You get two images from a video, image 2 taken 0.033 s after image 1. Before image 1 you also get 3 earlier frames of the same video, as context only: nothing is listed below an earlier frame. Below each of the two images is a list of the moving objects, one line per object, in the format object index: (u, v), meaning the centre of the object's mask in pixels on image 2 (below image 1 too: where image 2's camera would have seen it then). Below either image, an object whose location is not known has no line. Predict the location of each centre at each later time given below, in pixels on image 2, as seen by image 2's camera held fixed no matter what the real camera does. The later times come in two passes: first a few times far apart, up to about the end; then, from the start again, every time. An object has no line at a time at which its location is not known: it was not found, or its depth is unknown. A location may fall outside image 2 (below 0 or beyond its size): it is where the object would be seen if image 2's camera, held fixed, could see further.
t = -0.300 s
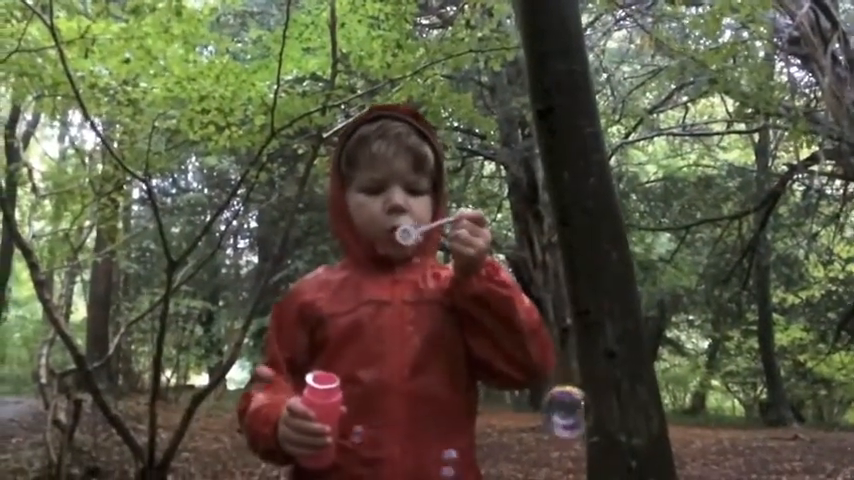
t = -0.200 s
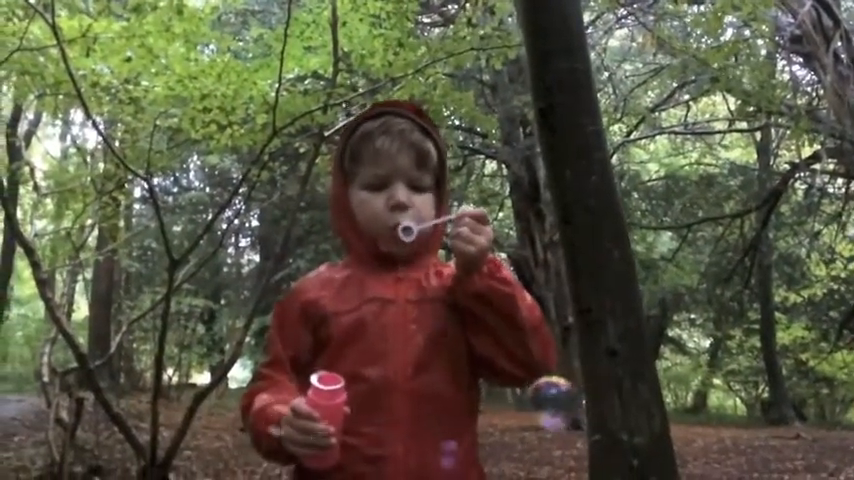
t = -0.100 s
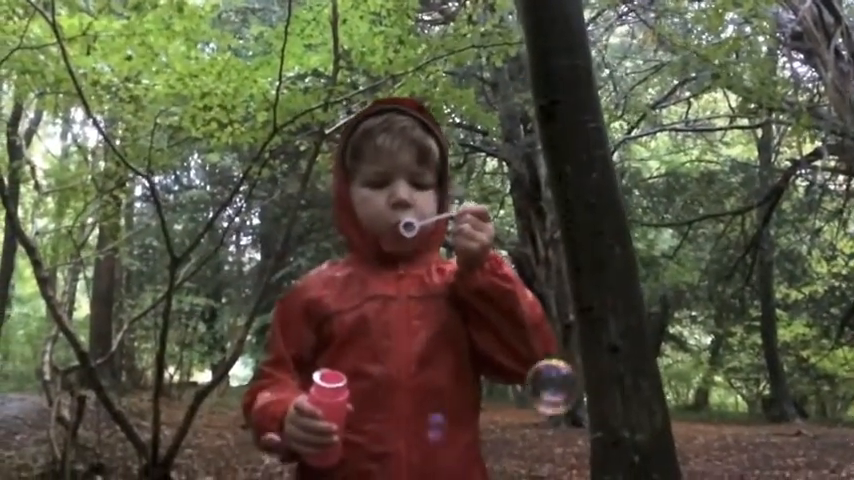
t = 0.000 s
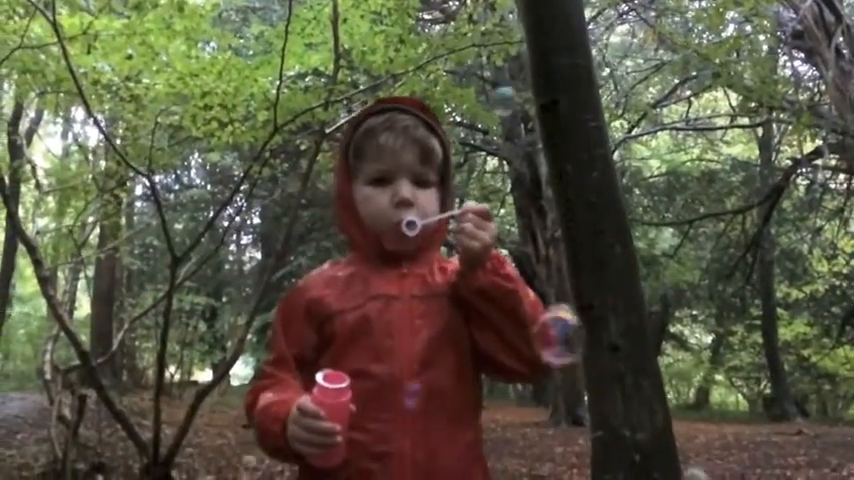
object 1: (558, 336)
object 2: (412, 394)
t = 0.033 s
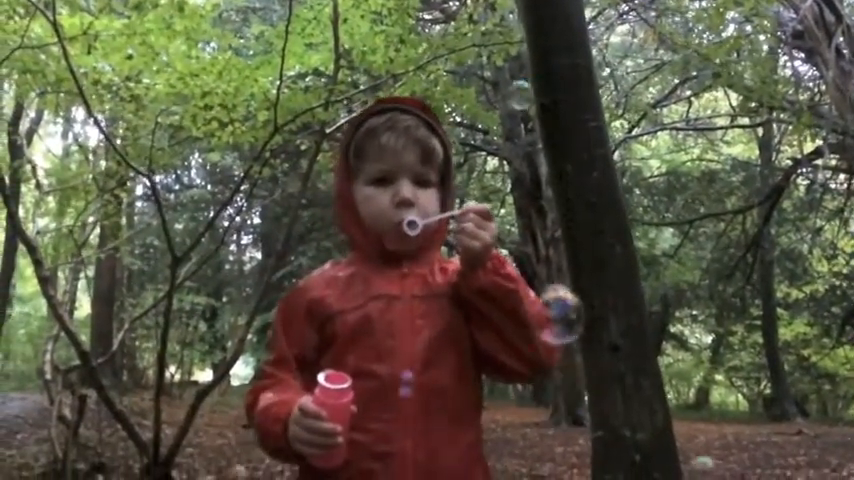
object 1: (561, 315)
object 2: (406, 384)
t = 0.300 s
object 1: (517, 186)
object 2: (375, 324)
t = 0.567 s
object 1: (537, 84)
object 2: (369, 274)
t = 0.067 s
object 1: (557, 295)
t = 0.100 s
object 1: (553, 277)
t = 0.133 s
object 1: (548, 260)
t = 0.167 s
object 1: (544, 244)
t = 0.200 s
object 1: (538, 230)
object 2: (383, 343)
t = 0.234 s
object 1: (533, 216)
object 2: (380, 336)
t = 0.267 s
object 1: (524, 201)
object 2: (378, 330)
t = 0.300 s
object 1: (517, 186)
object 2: (375, 324)
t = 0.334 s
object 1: (511, 171)
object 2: (375, 317)
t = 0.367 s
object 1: (510, 157)
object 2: (374, 311)
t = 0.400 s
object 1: (511, 144)
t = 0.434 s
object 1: (516, 132)
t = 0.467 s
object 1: (522, 123)
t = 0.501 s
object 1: (525, 115)
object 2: (372, 287)
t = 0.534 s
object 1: (535, 95)
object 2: (370, 282)
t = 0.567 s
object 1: (537, 84)
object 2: (369, 274)
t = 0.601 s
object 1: (535, 72)
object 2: (365, 265)
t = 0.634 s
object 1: (528, 57)
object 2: (368, 260)
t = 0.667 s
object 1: (518, 39)
